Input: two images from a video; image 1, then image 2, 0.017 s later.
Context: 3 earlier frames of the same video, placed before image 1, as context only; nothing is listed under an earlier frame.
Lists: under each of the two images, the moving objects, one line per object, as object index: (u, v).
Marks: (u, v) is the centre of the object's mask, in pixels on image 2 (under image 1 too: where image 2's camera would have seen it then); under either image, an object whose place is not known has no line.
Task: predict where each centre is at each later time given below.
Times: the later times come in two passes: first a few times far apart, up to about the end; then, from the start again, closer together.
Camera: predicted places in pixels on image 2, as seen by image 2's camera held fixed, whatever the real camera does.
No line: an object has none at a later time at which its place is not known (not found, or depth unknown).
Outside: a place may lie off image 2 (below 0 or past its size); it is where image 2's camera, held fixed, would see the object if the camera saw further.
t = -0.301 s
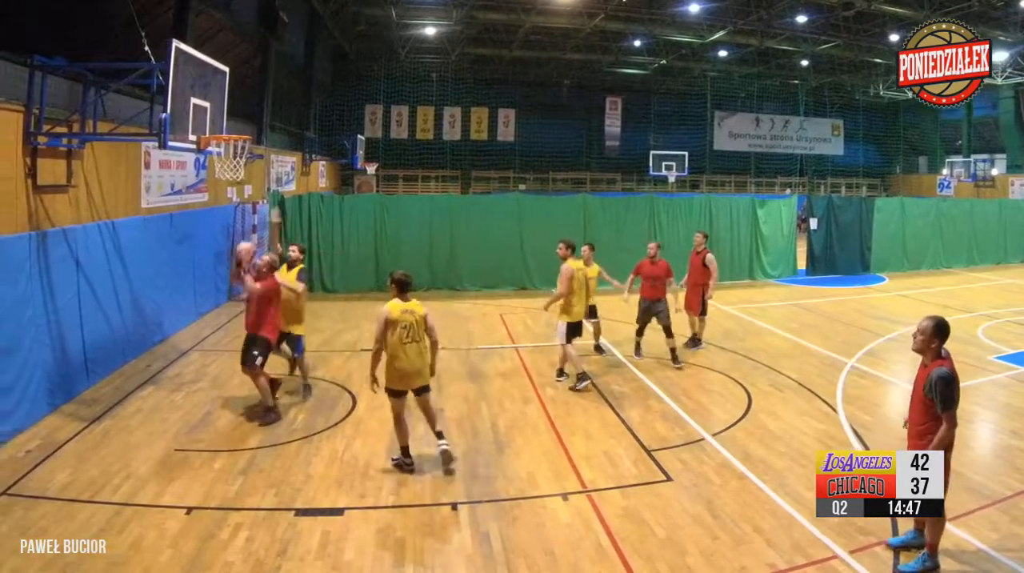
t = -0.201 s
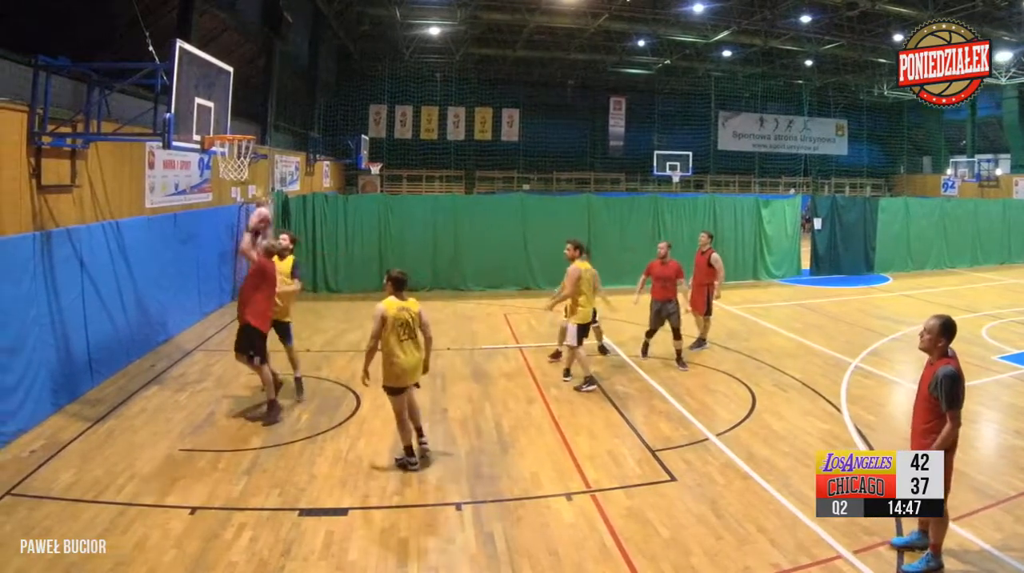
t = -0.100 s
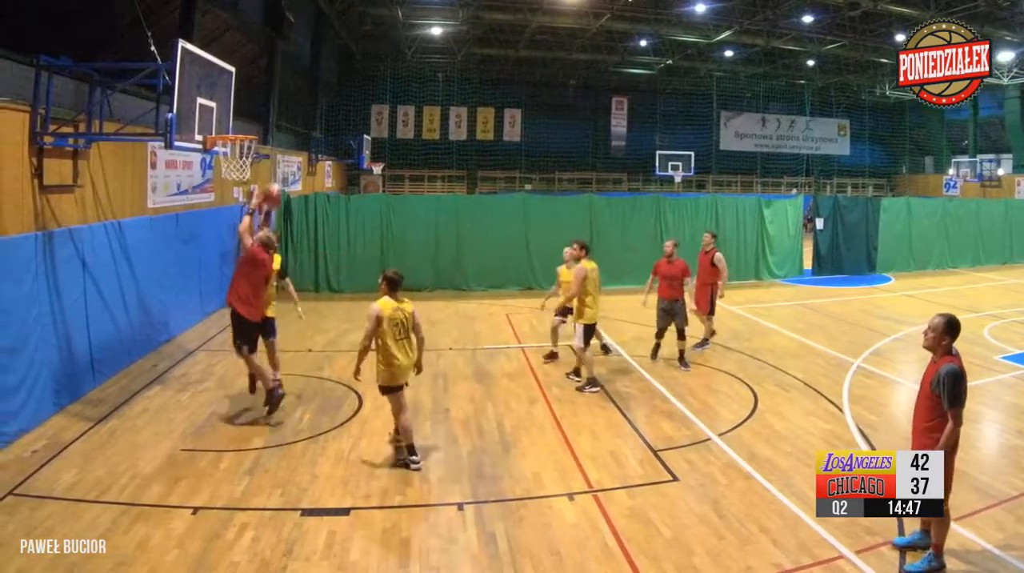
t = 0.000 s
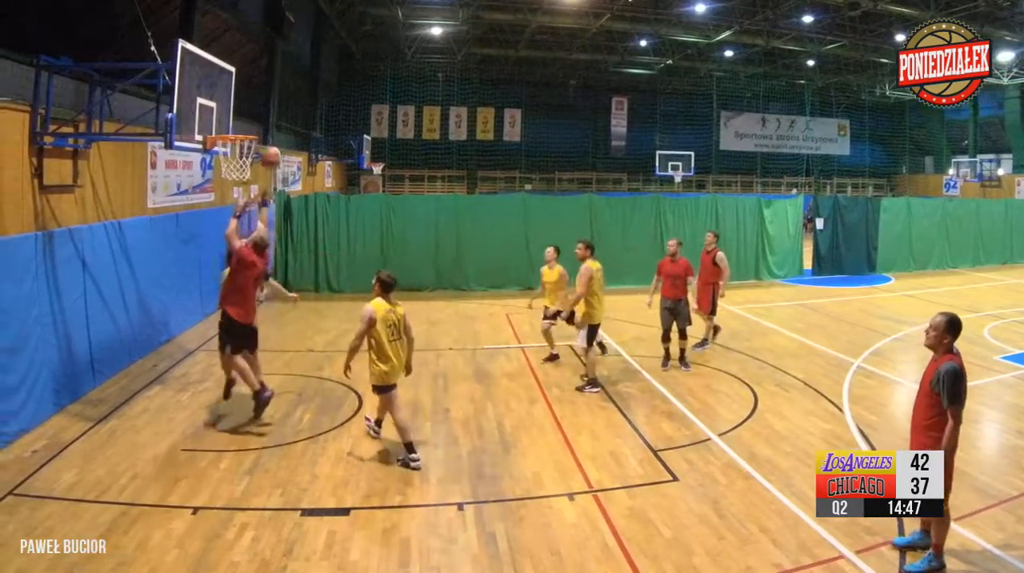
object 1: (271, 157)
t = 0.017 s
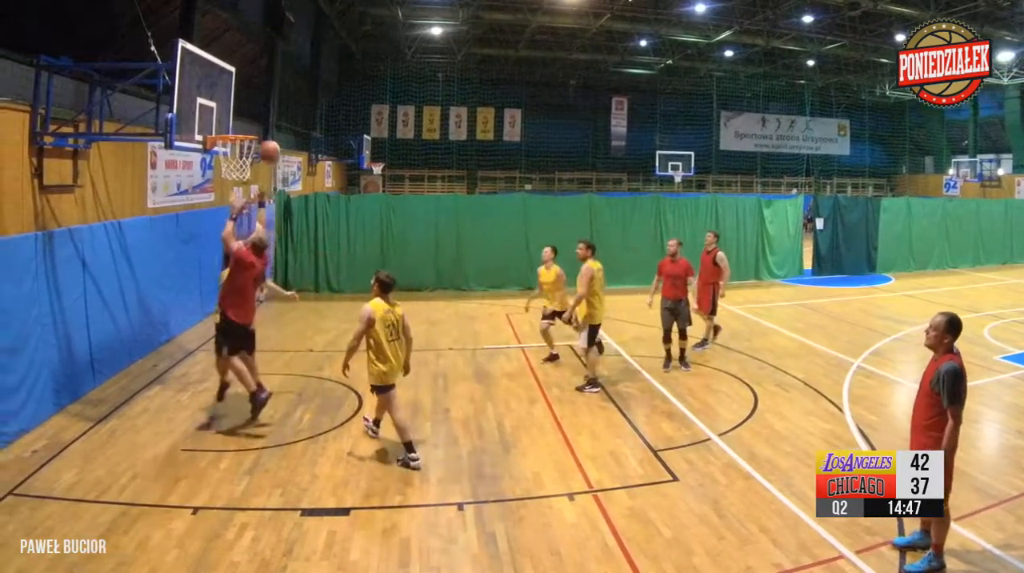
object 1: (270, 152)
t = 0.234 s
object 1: (259, 100)
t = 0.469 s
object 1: (247, 92)
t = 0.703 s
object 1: (234, 127)
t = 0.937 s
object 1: (222, 210)
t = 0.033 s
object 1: (268, 146)
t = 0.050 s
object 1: (267, 140)
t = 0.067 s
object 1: (267, 135)
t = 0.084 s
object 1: (266, 130)
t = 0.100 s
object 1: (266, 126)
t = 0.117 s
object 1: (264, 122)
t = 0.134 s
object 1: (264, 118)
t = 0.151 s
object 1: (263, 114)
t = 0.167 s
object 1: (262, 111)
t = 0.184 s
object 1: (261, 108)
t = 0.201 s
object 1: (260, 105)
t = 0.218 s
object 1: (260, 102)
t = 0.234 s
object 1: (259, 100)
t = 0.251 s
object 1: (258, 98)
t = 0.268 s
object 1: (257, 96)
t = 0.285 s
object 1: (257, 94)
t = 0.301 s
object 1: (256, 92)
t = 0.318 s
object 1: (255, 91)
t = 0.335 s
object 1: (254, 90)
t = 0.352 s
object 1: (252, 90)
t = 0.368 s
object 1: (251, 89)
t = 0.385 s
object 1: (251, 89)
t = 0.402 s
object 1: (250, 89)
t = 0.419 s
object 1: (249, 90)
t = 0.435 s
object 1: (249, 90)
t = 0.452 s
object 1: (248, 91)
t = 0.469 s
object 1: (247, 92)
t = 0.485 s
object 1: (246, 92)
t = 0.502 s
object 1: (246, 93)
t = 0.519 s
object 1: (245, 95)
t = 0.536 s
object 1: (244, 97)
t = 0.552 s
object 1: (242, 100)
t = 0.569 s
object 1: (242, 103)
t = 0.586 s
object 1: (241, 105)
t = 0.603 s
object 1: (240, 108)
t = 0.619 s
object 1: (239, 112)
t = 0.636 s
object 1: (239, 115)
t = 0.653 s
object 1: (237, 118)
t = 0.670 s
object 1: (236, 120)
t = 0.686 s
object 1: (235, 124)
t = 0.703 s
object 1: (234, 127)
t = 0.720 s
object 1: (233, 131)
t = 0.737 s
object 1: (230, 138)
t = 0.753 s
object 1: (230, 145)
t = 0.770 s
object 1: (229, 148)
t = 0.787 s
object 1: (229, 154)
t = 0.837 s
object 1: (226, 172)
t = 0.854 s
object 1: (224, 177)
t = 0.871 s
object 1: (225, 184)
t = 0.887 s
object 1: (224, 189)
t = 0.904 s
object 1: (223, 197)
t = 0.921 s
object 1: (223, 202)
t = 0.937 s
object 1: (222, 210)
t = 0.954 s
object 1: (221, 217)
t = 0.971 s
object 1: (221, 224)
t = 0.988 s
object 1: (220, 232)
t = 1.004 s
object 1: (220, 240)
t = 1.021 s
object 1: (220, 247)
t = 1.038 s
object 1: (220, 256)
